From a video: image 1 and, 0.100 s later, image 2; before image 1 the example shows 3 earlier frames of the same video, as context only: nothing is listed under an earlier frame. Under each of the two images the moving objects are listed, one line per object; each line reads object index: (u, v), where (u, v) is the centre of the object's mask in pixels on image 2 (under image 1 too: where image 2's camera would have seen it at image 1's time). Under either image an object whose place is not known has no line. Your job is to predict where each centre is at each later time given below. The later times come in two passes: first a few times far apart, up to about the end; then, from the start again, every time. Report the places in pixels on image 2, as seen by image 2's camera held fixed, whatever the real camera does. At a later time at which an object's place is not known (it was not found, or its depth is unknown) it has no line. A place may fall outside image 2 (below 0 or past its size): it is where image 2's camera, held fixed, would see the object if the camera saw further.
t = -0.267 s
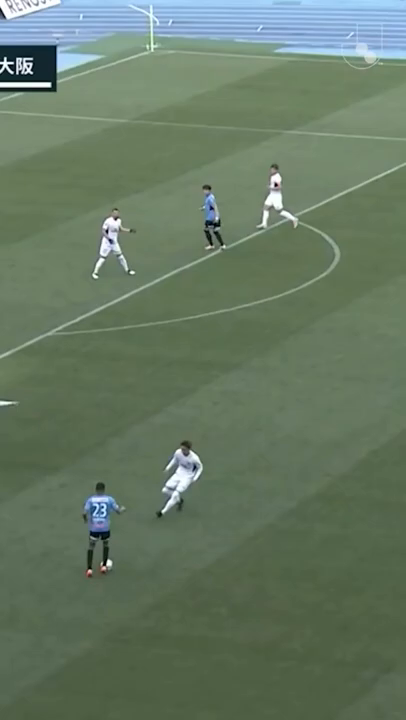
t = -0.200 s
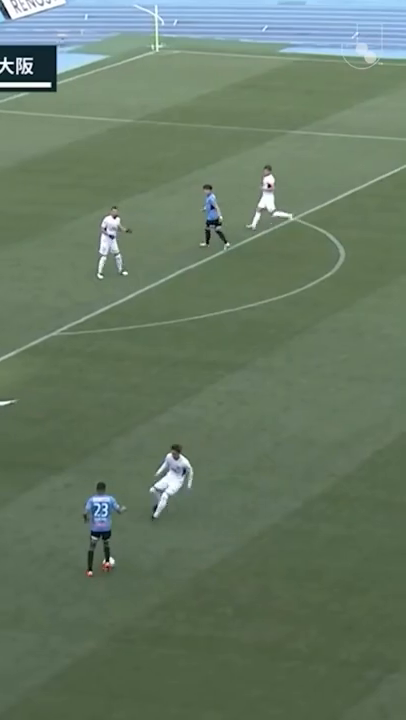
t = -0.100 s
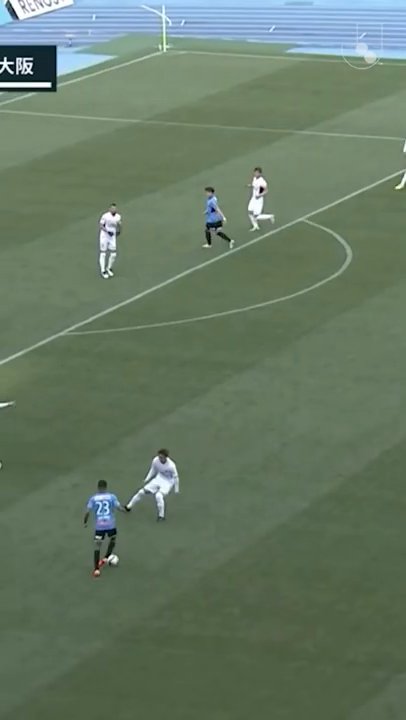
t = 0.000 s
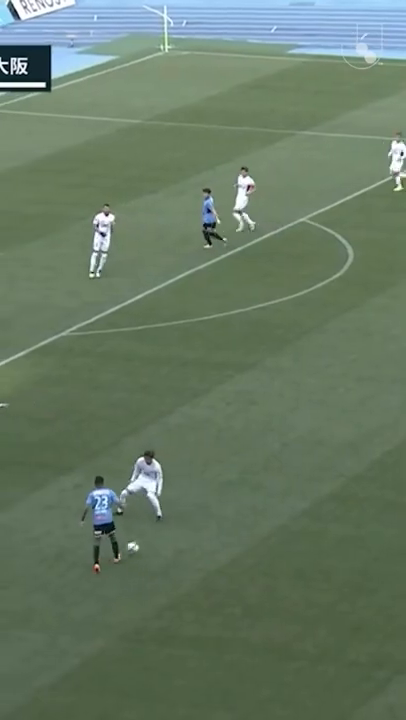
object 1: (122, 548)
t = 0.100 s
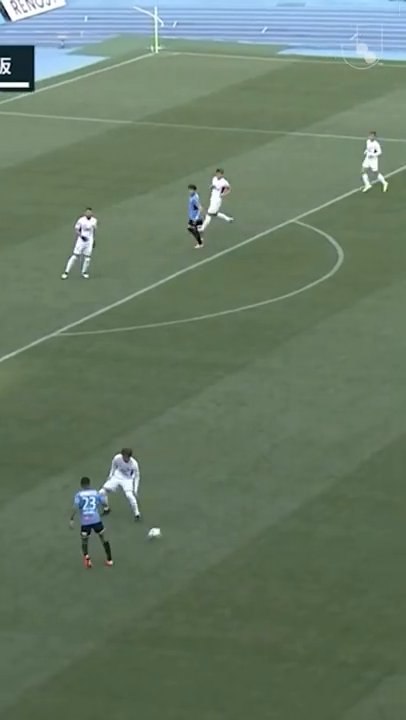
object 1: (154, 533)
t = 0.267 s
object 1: (204, 514)
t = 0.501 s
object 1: (262, 490)
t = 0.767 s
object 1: (318, 467)
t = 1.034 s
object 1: (363, 448)
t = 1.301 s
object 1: (398, 433)
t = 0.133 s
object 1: (165, 529)
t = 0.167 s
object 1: (175, 526)
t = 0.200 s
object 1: (186, 524)
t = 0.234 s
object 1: (195, 520)
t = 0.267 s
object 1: (204, 514)
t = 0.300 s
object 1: (213, 510)
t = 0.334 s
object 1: (222, 506)
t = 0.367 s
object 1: (230, 503)
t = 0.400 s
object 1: (239, 501)
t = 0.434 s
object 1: (247, 498)
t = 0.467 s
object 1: (255, 494)
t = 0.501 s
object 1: (262, 490)
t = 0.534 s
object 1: (270, 487)
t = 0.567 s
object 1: (278, 484)
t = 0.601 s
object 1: (285, 482)
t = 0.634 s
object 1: (292, 479)
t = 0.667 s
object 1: (299, 476)
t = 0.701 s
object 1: (306, 472)
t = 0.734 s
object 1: (312, 470)
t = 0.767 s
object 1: (318, 467)
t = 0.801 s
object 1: (325, 465)
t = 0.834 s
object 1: (331, 462)
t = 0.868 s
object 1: (336, 460)
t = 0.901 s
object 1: (342, 457)
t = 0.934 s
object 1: (347, 455)
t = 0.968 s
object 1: (353, 453)
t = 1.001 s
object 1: (358, 450)
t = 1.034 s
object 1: (363, 448)
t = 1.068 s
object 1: (368, 446)
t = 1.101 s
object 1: (374, 444)
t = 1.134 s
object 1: (378, 442)
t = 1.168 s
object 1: (382, 440)
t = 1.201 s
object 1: (386, 438)
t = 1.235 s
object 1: (391, 437)
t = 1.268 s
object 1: (394, 435)
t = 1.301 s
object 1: (398, 433)
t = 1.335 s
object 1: (400, 432)
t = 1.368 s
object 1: (403, 430)
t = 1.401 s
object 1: (407, 429)
